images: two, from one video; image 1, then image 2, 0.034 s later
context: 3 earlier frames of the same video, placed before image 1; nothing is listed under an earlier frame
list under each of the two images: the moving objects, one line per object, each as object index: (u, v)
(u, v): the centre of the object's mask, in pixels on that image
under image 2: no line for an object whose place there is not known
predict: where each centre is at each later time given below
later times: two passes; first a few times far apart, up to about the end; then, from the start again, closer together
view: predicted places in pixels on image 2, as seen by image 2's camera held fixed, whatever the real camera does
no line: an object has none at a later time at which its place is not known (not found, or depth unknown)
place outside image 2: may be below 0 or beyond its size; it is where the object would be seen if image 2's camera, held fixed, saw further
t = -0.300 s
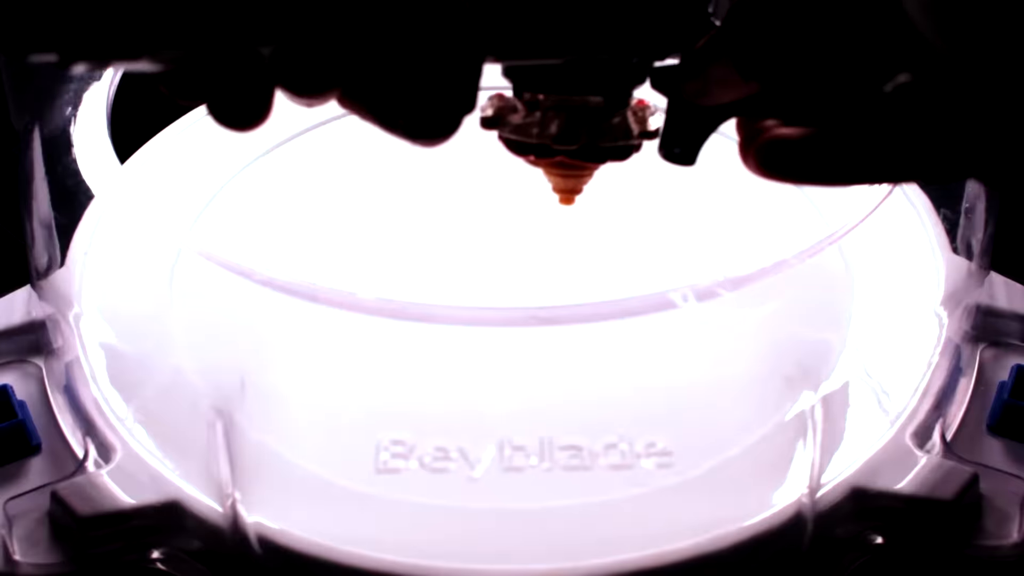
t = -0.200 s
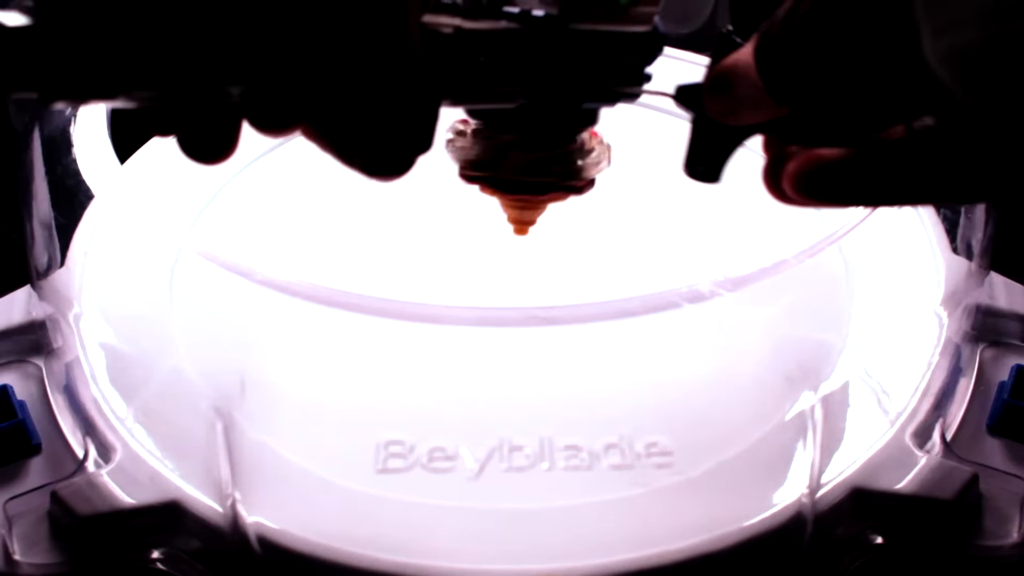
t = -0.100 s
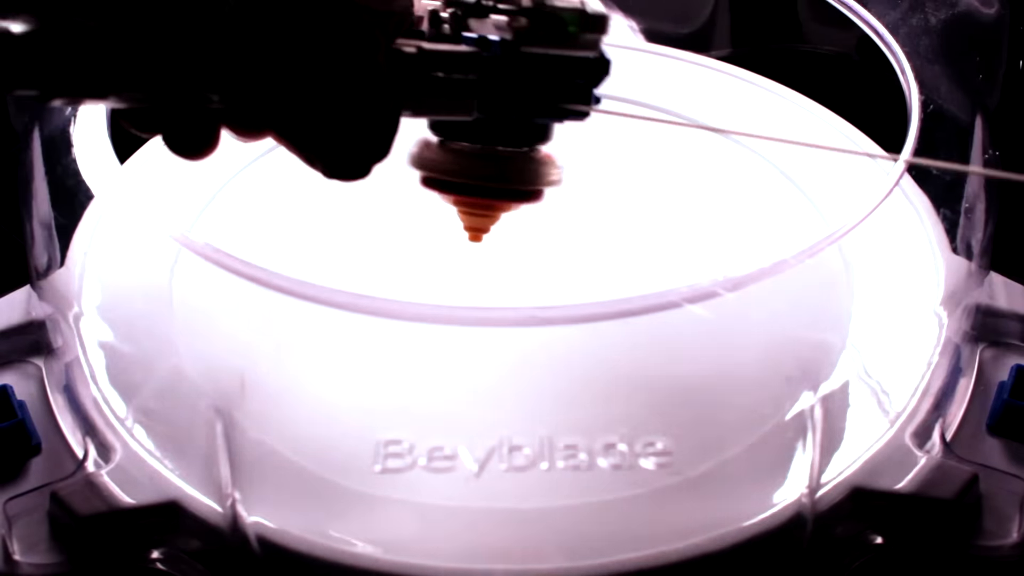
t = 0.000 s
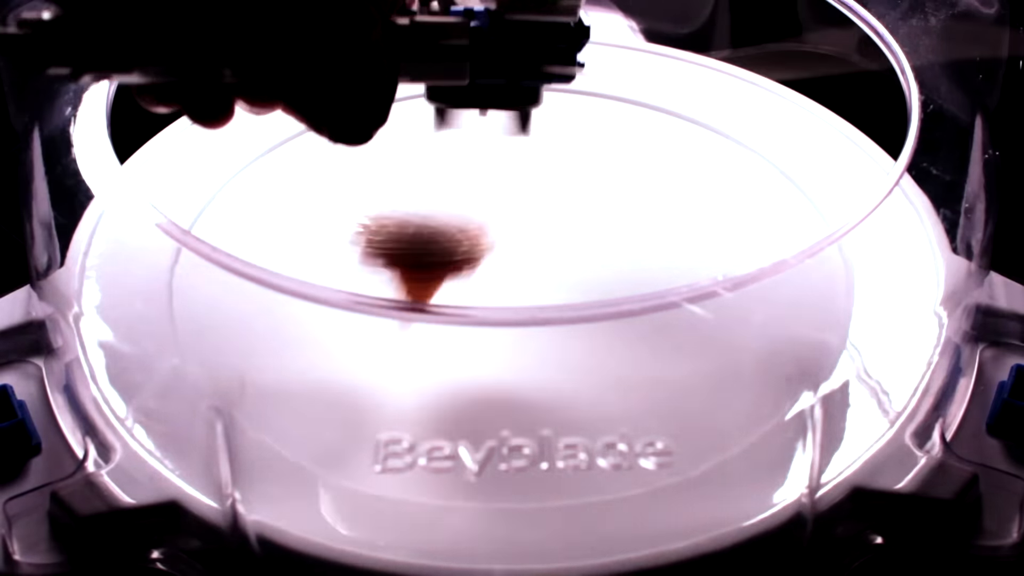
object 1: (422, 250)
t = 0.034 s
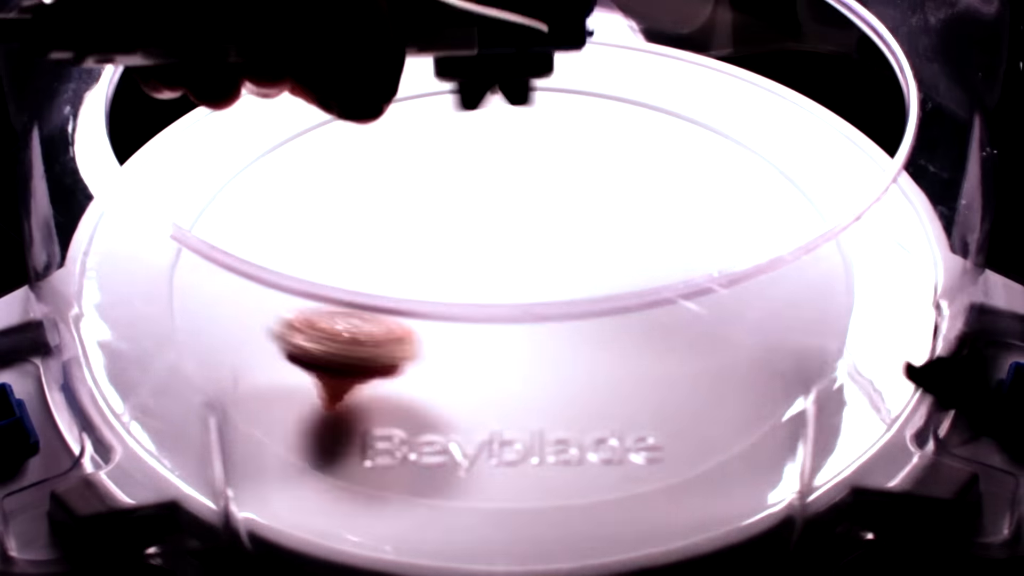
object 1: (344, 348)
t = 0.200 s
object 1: (193, 360)
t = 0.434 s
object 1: (339, 238)
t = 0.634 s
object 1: (470, 124)
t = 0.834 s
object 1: (555, 107)
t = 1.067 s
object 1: (559, 229)
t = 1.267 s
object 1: (515, 293)
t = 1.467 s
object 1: (522, 266)
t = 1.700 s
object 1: (616, 155)
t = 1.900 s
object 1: (610, 90)
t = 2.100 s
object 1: (535, 173)
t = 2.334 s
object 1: (593, 256)
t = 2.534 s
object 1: (692, 262)
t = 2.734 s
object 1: (747, 230)
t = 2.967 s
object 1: (784, 215)
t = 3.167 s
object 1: (724, 228)
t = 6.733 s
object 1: (412, 201)
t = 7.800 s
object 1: (647, 194)
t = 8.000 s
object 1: (495, 221)
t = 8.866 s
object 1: (525, 199)
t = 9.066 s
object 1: (470, 215)
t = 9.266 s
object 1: (531, 248)
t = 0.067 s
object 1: (284, 331)
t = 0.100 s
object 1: (222, 336)
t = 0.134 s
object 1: (172, 368)
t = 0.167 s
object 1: (182, 377)
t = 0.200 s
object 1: (193, 360)
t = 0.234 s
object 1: (210, 349)
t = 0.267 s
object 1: (228, 341)
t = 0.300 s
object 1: (246, 339)
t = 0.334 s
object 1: (264, 329)
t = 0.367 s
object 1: (295, 296)
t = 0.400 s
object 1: (317, 268)
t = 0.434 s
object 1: (339, 238)
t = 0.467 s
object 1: (362, 210)
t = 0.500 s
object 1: (386, 200)
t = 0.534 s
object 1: (408, 178)
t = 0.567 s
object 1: (430, 159)
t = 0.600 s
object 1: (450, 140)
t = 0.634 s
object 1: (470, 124)
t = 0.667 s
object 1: (490, 110)
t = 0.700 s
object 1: (506, 99)
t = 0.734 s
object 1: (521, 93)
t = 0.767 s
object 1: (535, 93)
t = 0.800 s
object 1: (546, 99)
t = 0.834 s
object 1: (555, 107)
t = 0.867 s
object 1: (561, 121)
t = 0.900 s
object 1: (567, 136)
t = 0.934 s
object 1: (569, 154)
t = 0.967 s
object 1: (570, 171)
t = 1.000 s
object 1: (567, 189)
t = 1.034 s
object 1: (563, 198)
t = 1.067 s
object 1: (559, 229)
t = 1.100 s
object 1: (552, 228)
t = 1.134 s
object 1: (545, 256)
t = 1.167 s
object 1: (537, 253)
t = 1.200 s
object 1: (526, 263)
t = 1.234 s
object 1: (522, 290)
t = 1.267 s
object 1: (515, 293)
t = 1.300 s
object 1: (512, 304)
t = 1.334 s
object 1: (507, 301)
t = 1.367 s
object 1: (507, 304)
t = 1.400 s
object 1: (510, 299)
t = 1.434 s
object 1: (516, 286)
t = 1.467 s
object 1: (522, 266)
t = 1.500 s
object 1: (531, 260)
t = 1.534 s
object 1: (545, 243)
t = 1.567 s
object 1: (560, 235)
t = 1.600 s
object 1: (573, 216)
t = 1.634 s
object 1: (588, 198)
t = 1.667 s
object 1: (603, 177)
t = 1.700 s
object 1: (616, 155)
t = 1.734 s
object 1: (628, 133)
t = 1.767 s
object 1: (638, 111)
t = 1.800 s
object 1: (645, 86)
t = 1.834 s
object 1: (639, 65)
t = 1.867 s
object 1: (624, 76)
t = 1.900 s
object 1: (610, 90)
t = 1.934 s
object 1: (595, 103)
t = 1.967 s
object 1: (579, 115)
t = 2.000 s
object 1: (564, 128)
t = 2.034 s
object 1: (552, 142)
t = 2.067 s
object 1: (542, 157)
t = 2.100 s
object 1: (535, 173)
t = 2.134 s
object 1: (533, 189)
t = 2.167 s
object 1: (535, 205)
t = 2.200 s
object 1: (541, 221)
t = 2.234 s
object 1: (550, 232)
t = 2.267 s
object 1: (561, 241)
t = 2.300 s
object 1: (576, 250)
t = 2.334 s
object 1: (593, 256)
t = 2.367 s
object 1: (613, 273)
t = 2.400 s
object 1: (631, 277)
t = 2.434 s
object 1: (645, 259)
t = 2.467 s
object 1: (661, 258)
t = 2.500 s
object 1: (678, 265)
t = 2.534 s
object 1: (692, 262)
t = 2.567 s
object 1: (702, 249)
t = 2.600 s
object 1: (716, 255)
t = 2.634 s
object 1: (722, 242)
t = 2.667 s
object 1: (730, 239)
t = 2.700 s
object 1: (739, 235)
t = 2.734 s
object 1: (747, 230)
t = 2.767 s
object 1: (753, 229)
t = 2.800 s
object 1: (762, 225)
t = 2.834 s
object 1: (768, 222)
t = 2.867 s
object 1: (774, 220)
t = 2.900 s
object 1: (778, 218)
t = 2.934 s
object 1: (782, 217)
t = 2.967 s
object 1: (784, 215)
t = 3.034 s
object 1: (781, 215)
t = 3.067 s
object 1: (775, 216)
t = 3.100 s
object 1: (763, 219)
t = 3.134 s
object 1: (747, 223)
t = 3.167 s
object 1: (724, 228)
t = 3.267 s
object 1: (634, 248)
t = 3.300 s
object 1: (600, 257)
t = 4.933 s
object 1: (556, 210)
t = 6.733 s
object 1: (412, 201)
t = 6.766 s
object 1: (395, 195)
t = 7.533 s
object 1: (647, 237)
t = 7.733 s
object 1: (672, 211)
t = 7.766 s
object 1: (663, 202)
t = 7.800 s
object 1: (647, 194)
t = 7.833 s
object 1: (626, 198)
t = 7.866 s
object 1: (601, 197)
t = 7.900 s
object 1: (573, 199)
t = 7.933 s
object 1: (546, 204)
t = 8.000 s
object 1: (495, 221)
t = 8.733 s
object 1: (531, 219)
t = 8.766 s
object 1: (531, 213)
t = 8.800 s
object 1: (533, 210)
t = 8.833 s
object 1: (531, 204)
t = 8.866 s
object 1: (525, 199)
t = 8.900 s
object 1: (517, 195)
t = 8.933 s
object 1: (505, 193)
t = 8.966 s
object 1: (494, 194)
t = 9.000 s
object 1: (484, 198)
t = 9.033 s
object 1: (475, 204)
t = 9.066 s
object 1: (470, 215)
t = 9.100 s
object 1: (469, 225)
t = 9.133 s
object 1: (474, 233)
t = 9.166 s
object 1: (484, 240)
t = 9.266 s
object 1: (531, 248)
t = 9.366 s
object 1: (621, 235)
